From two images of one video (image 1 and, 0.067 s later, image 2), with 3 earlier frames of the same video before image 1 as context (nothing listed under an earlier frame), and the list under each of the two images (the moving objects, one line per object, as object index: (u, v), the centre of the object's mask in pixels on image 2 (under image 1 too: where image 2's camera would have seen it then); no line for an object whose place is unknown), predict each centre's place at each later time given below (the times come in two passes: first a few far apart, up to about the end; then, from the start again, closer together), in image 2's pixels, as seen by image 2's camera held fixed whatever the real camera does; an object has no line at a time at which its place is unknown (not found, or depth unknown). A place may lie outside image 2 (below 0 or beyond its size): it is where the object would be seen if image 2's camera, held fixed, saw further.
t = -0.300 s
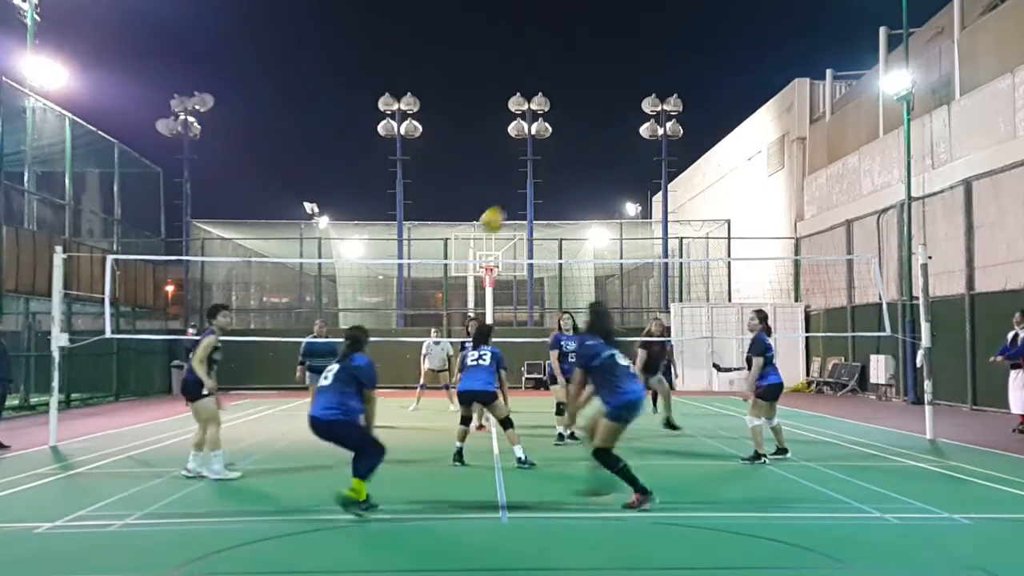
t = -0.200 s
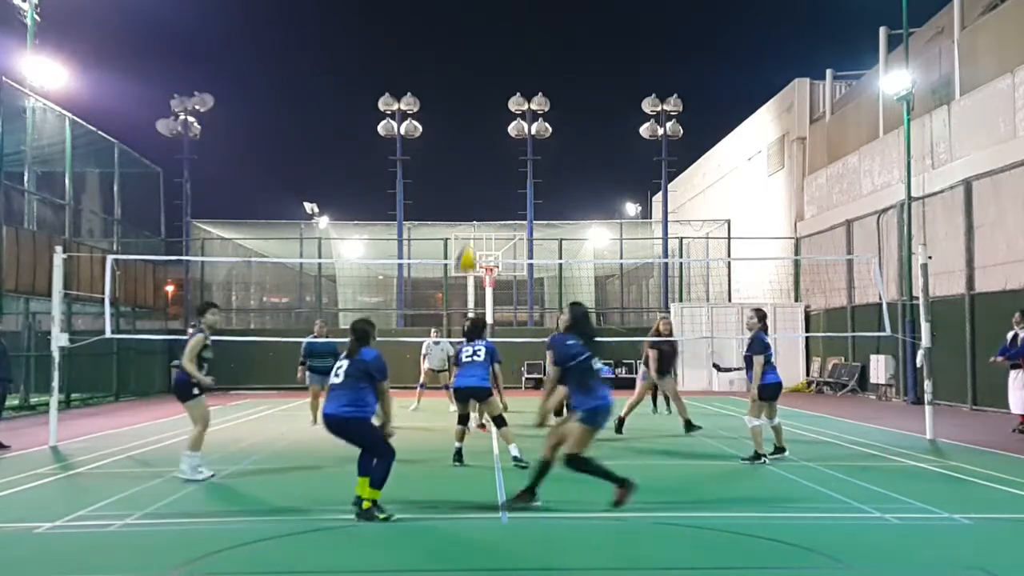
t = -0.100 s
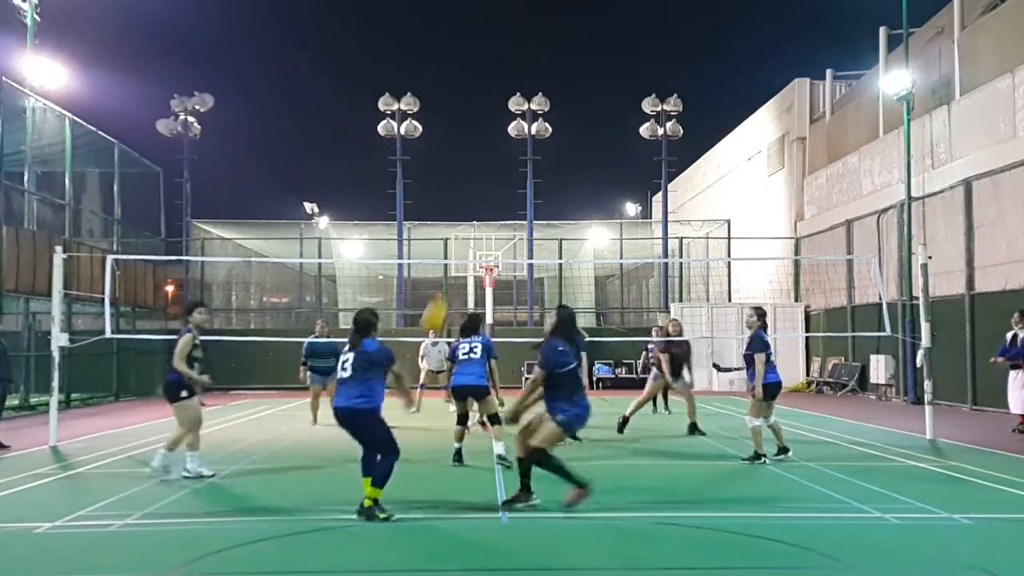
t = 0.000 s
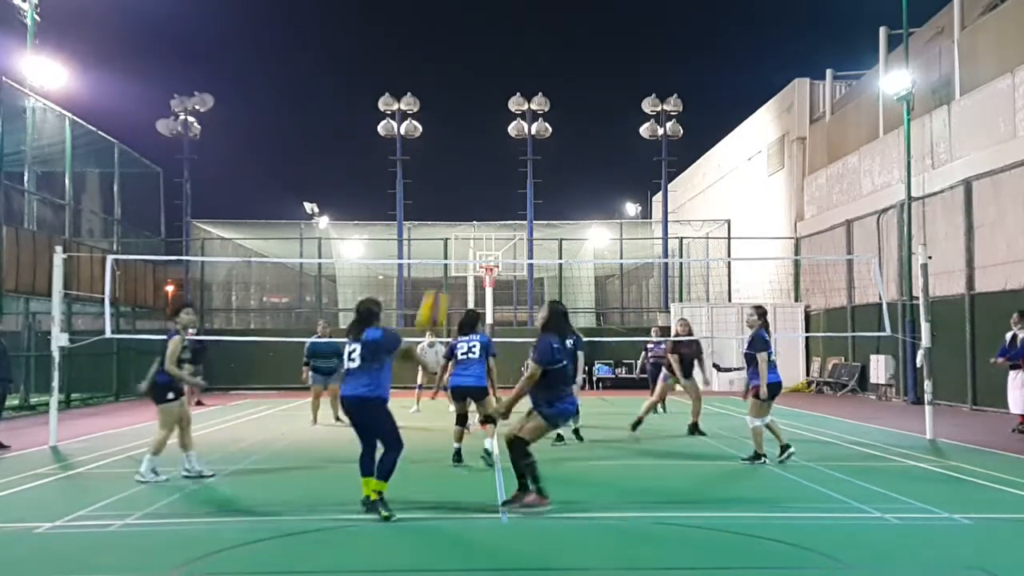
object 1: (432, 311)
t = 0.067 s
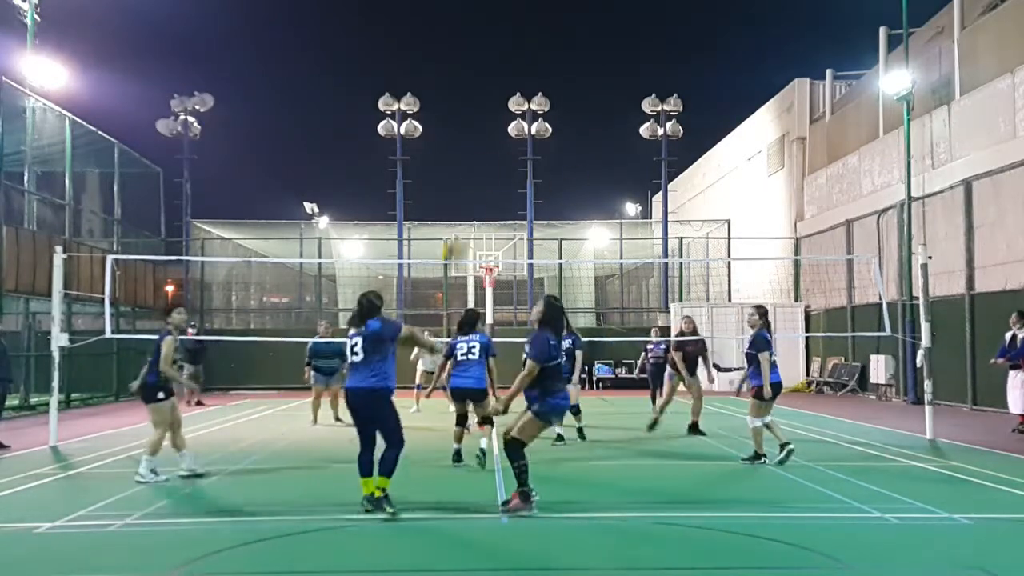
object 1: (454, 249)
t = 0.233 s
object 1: (499, 133)
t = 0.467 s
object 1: (560, 36)
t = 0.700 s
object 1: (612, 11)
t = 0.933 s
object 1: (658, 41)
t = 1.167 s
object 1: (700, 122)
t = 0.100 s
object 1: (464, 217)
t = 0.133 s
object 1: (473, 195)
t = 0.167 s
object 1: (482, 173)
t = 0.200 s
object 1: (491, 152)
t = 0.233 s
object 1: (499, 133)
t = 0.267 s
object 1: (507, 114)
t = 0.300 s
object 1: (519, 95)
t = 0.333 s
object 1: (528, 81)
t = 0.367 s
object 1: (536, 67)
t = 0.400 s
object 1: (543, 56)
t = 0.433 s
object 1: (552, 45)
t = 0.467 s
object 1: (560, 36)
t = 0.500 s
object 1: (567, 29)
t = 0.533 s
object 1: (575, 22)
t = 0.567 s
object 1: (583, 17)
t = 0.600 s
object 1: (590, 13)
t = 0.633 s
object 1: (597, 12)
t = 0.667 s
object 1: (605, 11)
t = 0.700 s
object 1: (612, 11)
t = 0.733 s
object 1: (618, 11)
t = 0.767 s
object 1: (625, 13)
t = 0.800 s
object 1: (632, 17)
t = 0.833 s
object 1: (638, 21)
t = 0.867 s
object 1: (645, 27)
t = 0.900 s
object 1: (652, 33)
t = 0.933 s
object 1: (658, 41)
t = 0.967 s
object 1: (664, 50)
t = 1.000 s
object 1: (670, 60)
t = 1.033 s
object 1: (677, 70)
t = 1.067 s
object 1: (683, 81)
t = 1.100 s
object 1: (689, 94)
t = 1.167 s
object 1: (700, 122)
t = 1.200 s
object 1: (705, 136)
